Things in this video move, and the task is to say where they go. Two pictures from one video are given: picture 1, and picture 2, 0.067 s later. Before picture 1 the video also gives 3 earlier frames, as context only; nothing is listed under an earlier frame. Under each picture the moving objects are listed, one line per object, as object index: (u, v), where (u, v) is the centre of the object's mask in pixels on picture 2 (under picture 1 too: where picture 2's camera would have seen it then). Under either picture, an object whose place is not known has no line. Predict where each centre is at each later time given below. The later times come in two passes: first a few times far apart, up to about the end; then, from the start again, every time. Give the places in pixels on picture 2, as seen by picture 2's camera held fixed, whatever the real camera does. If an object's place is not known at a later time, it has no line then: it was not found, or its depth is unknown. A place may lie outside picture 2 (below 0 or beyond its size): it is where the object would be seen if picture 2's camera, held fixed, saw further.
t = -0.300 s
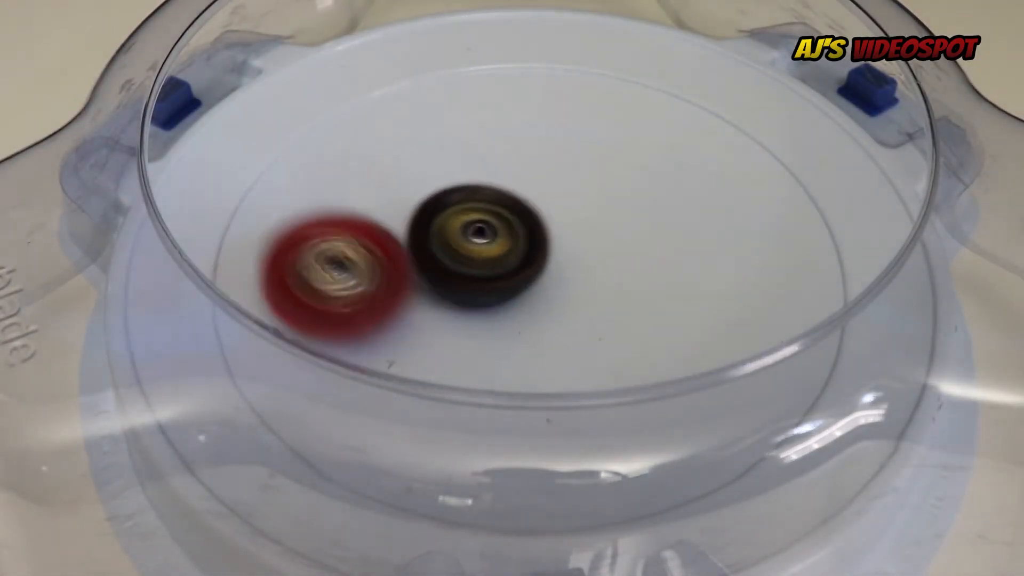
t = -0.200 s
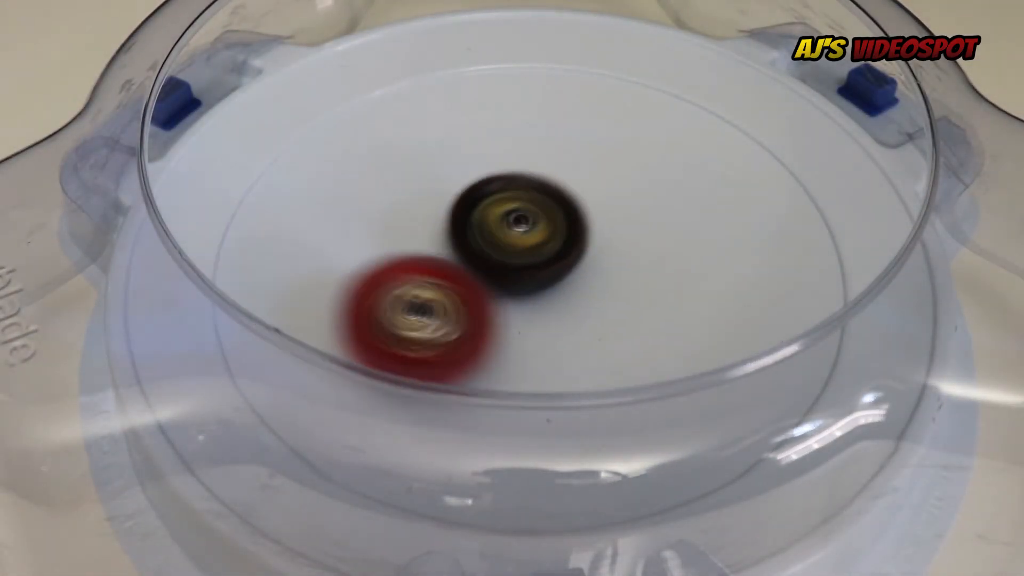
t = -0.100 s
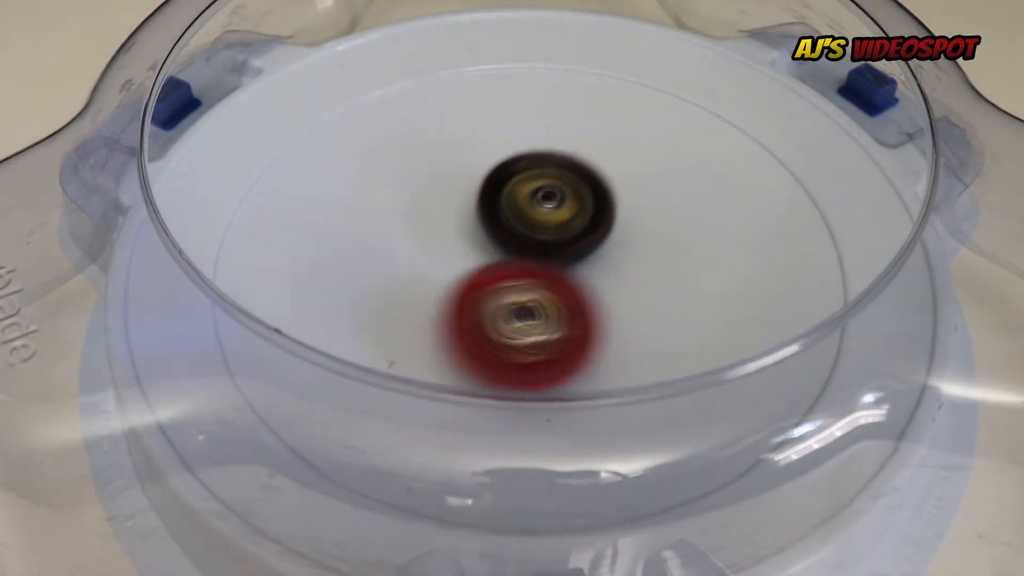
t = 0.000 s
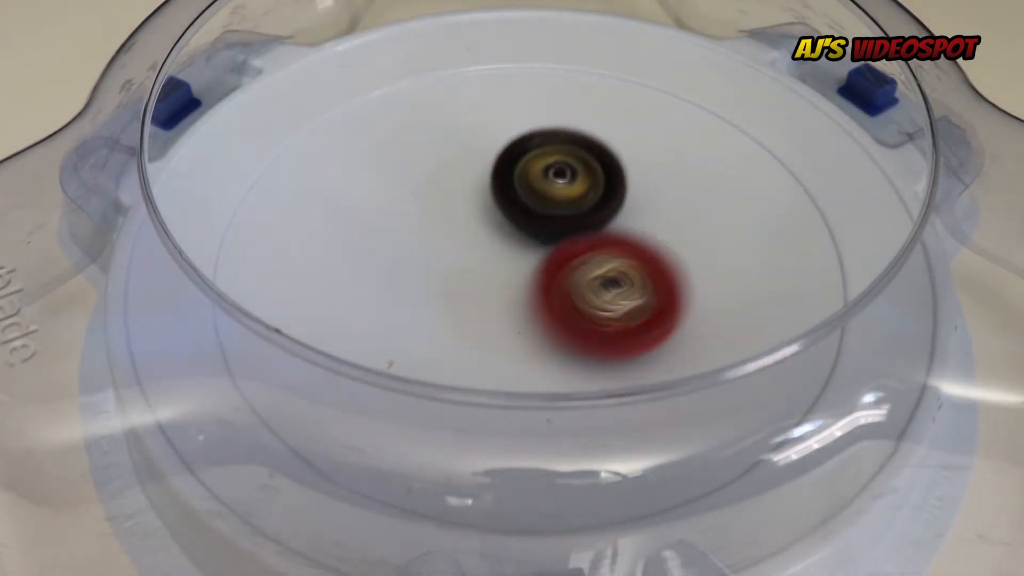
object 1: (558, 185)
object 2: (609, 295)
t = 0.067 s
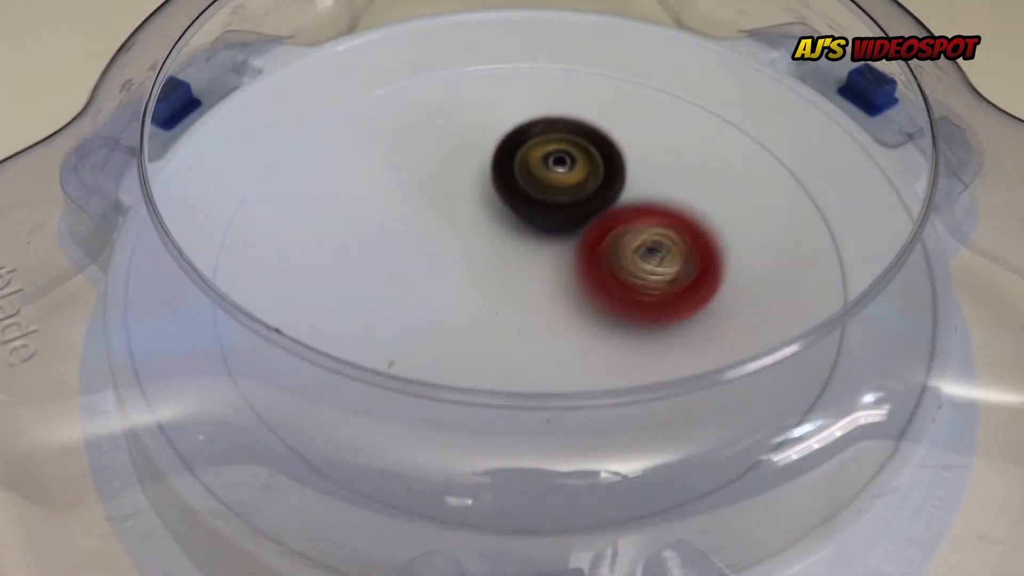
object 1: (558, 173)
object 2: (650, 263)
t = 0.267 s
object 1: (537, 163)
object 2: (675, 148)
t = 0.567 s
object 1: (516, 227)
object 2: (481, 121)
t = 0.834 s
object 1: (589, 276)
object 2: (424, 276)
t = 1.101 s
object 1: (599, 256)
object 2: (604, 364)
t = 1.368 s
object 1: (523, 255)
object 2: (687, 239)
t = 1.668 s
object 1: (470, 277)
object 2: (478, 162)
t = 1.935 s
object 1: (465, 277)
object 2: (319, 234)
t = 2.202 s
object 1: (500, 242)
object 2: (453, 338)
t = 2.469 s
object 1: (506, 176)
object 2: (625, 259)
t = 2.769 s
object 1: (431, 164)
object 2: (611, 130)
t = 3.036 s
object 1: (420, 243)
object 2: (488, 148)
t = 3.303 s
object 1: (510, 332)
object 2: (602, 236)
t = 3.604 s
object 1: (618, 285)
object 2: (654, 176)
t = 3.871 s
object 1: (556, 280)
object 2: (491, 177)
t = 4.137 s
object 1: (528, 309)
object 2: (383, 253)
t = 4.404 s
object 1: (581, 315)
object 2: (421, 300)
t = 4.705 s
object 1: (606, 259)
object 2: (456, 192)
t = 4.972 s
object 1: (533, 216)
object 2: (413, 147)
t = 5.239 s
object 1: (525, 267)
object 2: (401, 171)
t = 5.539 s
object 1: (561, 306)
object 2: (547, 190)
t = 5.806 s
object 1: (559, 286)
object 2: (633, 158)
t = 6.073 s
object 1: (455, 280)
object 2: (611, 165)
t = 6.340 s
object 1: (383, 282)
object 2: (585, 230)
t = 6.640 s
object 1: (437, 251)
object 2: (591, 317)
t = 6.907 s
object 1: (525, 194)
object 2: (562, 301)
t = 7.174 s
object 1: (583, 153)
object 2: (455, 283)
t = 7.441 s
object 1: (591, 182)
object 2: (429, 270)
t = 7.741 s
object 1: (678, 236)
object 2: (357, 216)
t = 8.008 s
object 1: (660, 275)
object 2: (381, 223)
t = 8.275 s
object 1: (625, 361)
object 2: (444, 150)
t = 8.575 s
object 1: (580, 367)
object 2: (501, 125)
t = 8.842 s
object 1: (472, 278)
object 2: (565, 165)
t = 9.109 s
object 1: (411, 215)
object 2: (578, 211)
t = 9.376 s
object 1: (448, 161)
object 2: (522, 254)
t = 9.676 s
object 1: (543, 155)
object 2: (455, 233)
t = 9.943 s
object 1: (603, 234)
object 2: (460, 191)
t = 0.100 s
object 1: (556, 169)
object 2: (664, 244)
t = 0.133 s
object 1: (553, 167)
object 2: (674, 225)
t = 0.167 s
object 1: (550, 165)
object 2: (680, 205)
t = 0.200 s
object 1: (546, 163)
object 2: (683, 186)
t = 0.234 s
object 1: (541, 162)
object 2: (681, 167)
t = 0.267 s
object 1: (537, 163)
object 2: (675, 148)
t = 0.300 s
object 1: (532, 165)
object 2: (664, 131)
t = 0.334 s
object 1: (528, 169)
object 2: (649, 117)
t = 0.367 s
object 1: (524, 174)
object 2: (629, 105)
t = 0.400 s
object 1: (520, 181)
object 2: (607, 96)
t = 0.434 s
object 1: (518, 189)
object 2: (582, 92)
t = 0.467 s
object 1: (515, 198)
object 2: (556, 93)
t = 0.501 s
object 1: (514, 208)
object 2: (529, 99)
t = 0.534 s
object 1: (515, 218)
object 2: (504, 108)
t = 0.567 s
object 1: (516, 227)
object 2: (481, 121)
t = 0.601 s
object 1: (519, 237)
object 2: (462, 138)
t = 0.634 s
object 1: (525, 247)
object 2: (446, 155)
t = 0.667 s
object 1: (534, 257)
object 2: (433, 173)
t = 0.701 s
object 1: (545, 266)
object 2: (424, 192)
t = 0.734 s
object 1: (558, 273)
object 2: (418, 213)
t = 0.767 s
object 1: (569, 276)
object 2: (417, 234)
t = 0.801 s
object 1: (579, 278)
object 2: (418, 255)
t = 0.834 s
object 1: (589, 276)
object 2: (424, 276)
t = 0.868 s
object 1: (600, 275)
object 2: (434, 297)
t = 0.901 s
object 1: (607, 273)
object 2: (448, 315)
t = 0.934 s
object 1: (611, 271)
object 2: (466, 329)
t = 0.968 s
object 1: (613, 269)
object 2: (490, 339)
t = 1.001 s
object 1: (613, 266)
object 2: (514, 346)
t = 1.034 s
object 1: (610, 262)
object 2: (542, 351)
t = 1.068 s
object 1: (605, 258)
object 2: (574, 364)
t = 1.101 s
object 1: (599, 256)
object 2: (604, 364)
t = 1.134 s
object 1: (591, 255)
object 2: (629, 347)
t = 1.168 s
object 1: (583, 255)
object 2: (656, 340)
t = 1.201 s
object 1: (573, 255)
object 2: (678, 330)
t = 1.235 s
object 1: (563, 254)
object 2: (695, 317)
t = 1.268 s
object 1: (552, 253)
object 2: (705, 299)
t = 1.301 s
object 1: (541, 253)
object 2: (705, 278)
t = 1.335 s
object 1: (531, 253)
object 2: (699, 258)
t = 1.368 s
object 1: (523, 255)
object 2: (687, 239)
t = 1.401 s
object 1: (515, 257)
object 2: (671, 223)
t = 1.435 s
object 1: (508, 260)
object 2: (652, 208)
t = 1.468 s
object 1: (501, 263)
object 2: (631, 195)
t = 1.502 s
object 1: (495, 266)
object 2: (608, 185)
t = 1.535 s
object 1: (489, 269)
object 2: (583, 176)
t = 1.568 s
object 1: (484, 271)
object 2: (557, 170)
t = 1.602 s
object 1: (479, 274)
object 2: (531, 166)
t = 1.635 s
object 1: (475, 276)
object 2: (503, 163)
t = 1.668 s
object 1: (470, 277)
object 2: (478, 162)
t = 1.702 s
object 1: (467, 279)
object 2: (452, 163)
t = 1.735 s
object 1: (464, 280)
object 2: (426, 166)
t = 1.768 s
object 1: (463, 280)
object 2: (402, 172)
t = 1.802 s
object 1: (462, 281)
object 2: (380, 180)
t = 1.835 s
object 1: (462, 280)
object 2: (360, 190)
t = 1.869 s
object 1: (463, 280)
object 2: (342, 202)
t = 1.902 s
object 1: (464, 278)
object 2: (328, 217)
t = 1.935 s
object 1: (465, 277)
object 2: (319, 234)
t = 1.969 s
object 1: (467, 275)
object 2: (314, 252)
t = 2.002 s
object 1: (470, 272)
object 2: (315, 272)
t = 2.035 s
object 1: (475, 270)
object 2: (325, 289)
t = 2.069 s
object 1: (480, 266)
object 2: (343, 304)
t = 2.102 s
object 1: (485, 262)
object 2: (366, 317)
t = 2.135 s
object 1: (491, 256)
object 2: (393, 326)
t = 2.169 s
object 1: (496, 250)
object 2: (423, 333)
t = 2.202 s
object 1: (500, 242)
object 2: (453, 338)
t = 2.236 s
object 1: (507, 233)
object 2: (481, 340)
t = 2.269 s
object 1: (511, 225)
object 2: (510, 339)
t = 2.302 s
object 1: (514, 216)
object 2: (539, 335)
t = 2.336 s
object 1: (515, 207)
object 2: (564, 325)
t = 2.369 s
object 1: (515, 198)
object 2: (586, 311)
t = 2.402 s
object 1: (513, 190)
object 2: (603, 295)
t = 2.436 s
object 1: (510, 182)
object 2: (616, 278)
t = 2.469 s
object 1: (506, 176)
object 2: (625, 259)
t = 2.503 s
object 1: (502, 171)
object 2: (630, 241)
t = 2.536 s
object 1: (498, 166)
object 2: (632, 222)
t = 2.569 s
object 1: (494, 163)
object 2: (631, 204)
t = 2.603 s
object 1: (489, 161)
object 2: (626, 186)
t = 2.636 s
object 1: (475, 158)
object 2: (629, 171)
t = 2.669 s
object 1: (460, 156)
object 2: (631, 160)
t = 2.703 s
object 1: (447, 156)
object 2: (629, 150)
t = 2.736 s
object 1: (438, 159)
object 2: (621, 139)
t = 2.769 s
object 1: (431, 164)
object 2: (611, 130)
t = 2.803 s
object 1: (426, 169)
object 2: (596, 121)
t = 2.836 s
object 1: (423, 176)
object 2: (578, 115)
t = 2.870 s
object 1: (423, 183)
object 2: (557, 112)
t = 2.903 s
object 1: (424, 191)
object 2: (535, 114)
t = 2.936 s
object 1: (425, 200)
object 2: (515, 120)
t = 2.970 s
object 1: (419, 215)
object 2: (504, 125)
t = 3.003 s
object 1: (418, 230)
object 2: (495, 135)
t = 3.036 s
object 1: (420, 243)
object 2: (488, 148)
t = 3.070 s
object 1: (422, 259)
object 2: (488, 163)
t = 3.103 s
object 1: (425, 275)
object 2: (496, 179)
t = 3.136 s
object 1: (432, 290)
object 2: (508, 193)
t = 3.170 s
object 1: (442, 304)
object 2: (523, 206)
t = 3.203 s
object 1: (456, 316)
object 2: (541, 217)
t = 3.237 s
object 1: (473, 324)
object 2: (560, 226)
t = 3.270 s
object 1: (491, 329)
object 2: (581, 232)
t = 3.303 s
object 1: (510, 332)
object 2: (602, 236)
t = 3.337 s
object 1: (530, 333)
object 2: (623, 237)
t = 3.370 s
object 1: (548, 332)
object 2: (643, 234)
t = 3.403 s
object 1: (565, 329)
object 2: (661, 229)
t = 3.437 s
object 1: (581, 325)
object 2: (675, 221)
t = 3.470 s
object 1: (593, 319)
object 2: (683, 211)
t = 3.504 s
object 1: (604, 310)
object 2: (685, 200)
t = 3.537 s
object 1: (612, 302)
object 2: (681, 191)
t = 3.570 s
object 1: (617, 292)
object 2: (669, 183)
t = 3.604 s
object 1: (618, 285)
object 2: (654, 176)
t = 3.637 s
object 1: (612, 284)
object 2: (639, 167)
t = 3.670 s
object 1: (605, 282)
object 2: (619, 160)
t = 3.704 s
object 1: (598, 278)
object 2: (596, 159)
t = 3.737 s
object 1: (590, 274)
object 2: (574, 161)
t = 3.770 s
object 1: (582, 272)
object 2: (553, 165)
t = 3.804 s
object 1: (573, 277)
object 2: (531, 165)
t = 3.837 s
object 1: (565, 279)
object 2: (511, 169)
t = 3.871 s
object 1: (556, 280)
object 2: (491, 177)
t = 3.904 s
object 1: (548, 280)
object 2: (472, 186)
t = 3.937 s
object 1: (542, 284)
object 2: (454, 193)
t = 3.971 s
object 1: (536, 287)
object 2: (438, 201)
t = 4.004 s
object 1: (532, 291)
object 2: (424, 211)
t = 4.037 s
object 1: (529, 296)
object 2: (411, 220)
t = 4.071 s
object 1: (527, 300)
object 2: (401, 231)
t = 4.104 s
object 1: (525, 304)
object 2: (392, 242)
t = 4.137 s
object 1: (528, 309)
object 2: (383, 253)
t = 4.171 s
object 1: (530, 312)
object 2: (379, 265)
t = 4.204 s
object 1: (533, 314)
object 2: (380, 278)
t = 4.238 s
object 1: (539, 317)
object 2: (382, 289)
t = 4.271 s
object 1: (546, 318)
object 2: (387, 297)
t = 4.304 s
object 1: (557, 320)
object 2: (392, 301)
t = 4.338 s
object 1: (566, 320)
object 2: (399, 303)
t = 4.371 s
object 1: (573, 318)
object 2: (410, 303)
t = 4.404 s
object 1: (581, 315)
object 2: (421, 300)
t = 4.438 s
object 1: (592, 313)
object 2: (427, 292)
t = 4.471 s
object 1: (601, 309)
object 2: (435, 282)
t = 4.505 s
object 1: (608, 304)
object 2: (444, 271)
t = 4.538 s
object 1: (612, 298)
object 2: (450, 258)
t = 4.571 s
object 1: (614, 292)
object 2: (454, 244)
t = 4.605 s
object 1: (615, 284)
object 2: (456, 230)
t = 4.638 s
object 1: (614, 276)
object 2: (457, 217)
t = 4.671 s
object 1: (610, 268)
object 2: (457, 204)
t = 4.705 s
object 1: (606, 259)
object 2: (456, 192)
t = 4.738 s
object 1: (600, 250)
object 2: (454, 180)
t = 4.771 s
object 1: (592, 242)
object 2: (450, 169)
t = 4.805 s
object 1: (583, 235)
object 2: (444, 160)
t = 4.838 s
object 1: (573, 228)
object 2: (438, 153)
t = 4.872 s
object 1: (562, 222)
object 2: (431, 148)
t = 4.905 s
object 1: (550, 217)
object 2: (425, 147)
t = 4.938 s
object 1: (539, 213)
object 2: (421, 149)
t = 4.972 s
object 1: (533, 216)
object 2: (413, 147)
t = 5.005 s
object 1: (528, 220)
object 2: (405, 145)
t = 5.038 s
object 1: (523, 223)
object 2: (399, 147)
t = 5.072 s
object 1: (518, 226)
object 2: (396, 152)
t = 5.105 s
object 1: (513, 229)
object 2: (397, 159)
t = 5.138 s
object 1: (516, 239)
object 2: (395, 161)
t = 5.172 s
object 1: (519, 250)
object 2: (394, 163)
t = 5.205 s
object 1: (522, 259)
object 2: (396, 166)
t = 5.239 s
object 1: (525, 267)
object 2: (401, 171)
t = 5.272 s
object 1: (529, 274)
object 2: (410, 176)
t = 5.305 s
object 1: (533, 280)
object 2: (423, 181)
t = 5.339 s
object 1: (537, 286)
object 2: (439, 186)
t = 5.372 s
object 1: (541, 291)
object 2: (456, 190)
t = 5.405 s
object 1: (546, 295)
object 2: (475, 192)
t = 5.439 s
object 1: (550, 299)
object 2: (493, 193)
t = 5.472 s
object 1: (554, 302)
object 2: (512, 192)
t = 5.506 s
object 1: (558, 304)
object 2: (530, 191)
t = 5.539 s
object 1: (561, 306)
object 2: (547, 190)
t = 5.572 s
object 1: (563, 306)
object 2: (563, 188)
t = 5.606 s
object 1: (565, 305)
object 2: (579, 185)
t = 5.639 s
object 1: (566, 304)
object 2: (593, 182)
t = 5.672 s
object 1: (567, 302)
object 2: (606, 178)
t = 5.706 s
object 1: (566, 299)
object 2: (617, 173)
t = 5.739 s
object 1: (565, 295)
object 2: (626, 167)
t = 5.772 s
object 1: (562, 291)
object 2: (632, 162)
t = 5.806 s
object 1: (559, 286)
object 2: (633, 158)
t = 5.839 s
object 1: (554, 280)
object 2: (631, 155)
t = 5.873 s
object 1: (549, 275)
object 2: (625, 156)
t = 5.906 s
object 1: (543, 270)
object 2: (617, 158)
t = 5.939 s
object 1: (537, 265)
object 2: (607, 164)
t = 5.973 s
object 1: (518, 268)
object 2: (605, 167)
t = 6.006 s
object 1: (493, 274)
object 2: (609, 165)
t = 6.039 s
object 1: (473, 278)
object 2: (611, 164)
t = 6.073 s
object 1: (455, 280)
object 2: (611, 165)
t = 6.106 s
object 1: (441, 282)
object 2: (609, 168)
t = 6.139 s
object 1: (427, 283)
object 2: (607, 172)
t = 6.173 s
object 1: (415, 284)
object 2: (603, 178)
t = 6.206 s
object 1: (405, 285)
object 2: (599, 186)
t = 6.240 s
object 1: (396, 285)
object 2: (594, 196)
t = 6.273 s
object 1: (389, 284)
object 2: (591, 207)
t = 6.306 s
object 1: (385, 284)
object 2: (588, 218)
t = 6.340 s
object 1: (383, 282)
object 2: (585, 230)
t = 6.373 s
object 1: (383, 280)
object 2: (583, 241)
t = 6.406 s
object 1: (386, 278)
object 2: (582, 253)
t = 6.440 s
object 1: (390, 276)
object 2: (581, 265)
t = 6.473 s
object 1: (395, 272)
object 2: (581, 275)
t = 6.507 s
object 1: (402, 269)
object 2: (581, 286)
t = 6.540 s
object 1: (410, 265)
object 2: (583, 295)
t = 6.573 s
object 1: (418, 260)
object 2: (585, 304)
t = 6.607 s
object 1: (427, 256)
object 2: (588, 312)
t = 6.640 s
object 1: (437, 251)
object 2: (591, 317)
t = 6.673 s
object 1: (447, 245)
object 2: (595, 321)
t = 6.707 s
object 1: (458, 239)
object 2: (597, 321)
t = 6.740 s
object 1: (470, 233)
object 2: (597, 320)
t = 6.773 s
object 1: (482, 227)
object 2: (595, 317)
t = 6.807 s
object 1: (493, 220)
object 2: (590, 311)
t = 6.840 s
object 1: (504, 213)
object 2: (582, 306)
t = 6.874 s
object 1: (515, 203)
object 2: (573, 302)
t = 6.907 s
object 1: (525, 194)
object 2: (562, 301)
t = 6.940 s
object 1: (535, 186)
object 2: (550, 299)
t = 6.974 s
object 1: (544, 179)
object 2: (538, 296)
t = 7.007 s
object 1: (553, 173)
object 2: (524, 293)
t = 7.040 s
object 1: (561, 167)
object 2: (510, 291)
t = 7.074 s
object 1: (568, 162)
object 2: (496, 288)
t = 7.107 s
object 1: (574, 158)
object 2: (482, 286)
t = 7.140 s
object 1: (579, 155)
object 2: (467, 284)
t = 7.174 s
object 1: (583, 153)
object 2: (455, 283)
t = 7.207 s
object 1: (587, 152)
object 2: (443, 282)
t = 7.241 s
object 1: (589, 153)
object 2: (434, 282)
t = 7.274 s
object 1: (591, 155)
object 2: (427, 281)
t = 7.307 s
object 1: (592, 158)
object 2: (424, 281)
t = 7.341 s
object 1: (592, 163)
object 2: (423, 279)
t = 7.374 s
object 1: (592, 168)
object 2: (424, 277)
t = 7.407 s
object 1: (592, 174)
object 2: (426, 273)
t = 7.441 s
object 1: (591, 182)
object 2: (429, 270)
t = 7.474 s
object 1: (589, 190)
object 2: (434, 264)
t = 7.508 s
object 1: (587, 198)
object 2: (439, 258)
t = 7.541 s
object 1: (584, 207)
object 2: (443, 251)
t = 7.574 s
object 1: (589, 214)
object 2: (437, 242)
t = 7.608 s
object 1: (622, 219)
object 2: (411, 232)
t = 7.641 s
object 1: (646, 222)
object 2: (391, 225)
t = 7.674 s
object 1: (660, 227)
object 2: (377, 221)
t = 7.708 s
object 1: (669, 231)
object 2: (367, 218)
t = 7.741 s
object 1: (678, 236)
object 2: (357, 216)
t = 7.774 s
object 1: (685, 241)
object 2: (347, 214)
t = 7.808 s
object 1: (688, 246)
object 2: (340, 213)
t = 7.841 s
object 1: (688, 251)
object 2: (336, 213)
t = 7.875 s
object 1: (687, 256)
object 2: (337, 214)
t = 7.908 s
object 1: (684, 261)
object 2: (341, 216)
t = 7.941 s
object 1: (679, 266)
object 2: (351, 219)
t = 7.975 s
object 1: (670, 270)
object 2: (365, 221)
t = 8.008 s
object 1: (660, 275)
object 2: (381, 223)
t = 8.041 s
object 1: (648, 279)
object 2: (398, 223)
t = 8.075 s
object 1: (634, 283)
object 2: (414, 224)
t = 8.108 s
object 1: (617, 286)
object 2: (430, 225)
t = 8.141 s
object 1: (600, 288)
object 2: (446, 225)
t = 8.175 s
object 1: (586, 292)
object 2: (459, 222)
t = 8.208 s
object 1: (600, 321)
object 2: (449, 193)
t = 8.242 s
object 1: (611, 339)
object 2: (444, 169)
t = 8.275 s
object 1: (625, 361)
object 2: (444, 150)
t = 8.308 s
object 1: (633, 372)
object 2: (447, 138)
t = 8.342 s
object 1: (635, 381)
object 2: (451, 131)
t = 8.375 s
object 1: (632, 386)
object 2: (454, 127)
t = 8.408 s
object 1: (628, 388)
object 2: (459, 123)
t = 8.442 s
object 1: (622, 388)
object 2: (465, 120)
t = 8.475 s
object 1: (613, 387)
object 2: (473, 119)
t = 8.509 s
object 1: (604, 383)
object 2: (482, 119)
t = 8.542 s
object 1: (592, 376)
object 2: (491, 121)
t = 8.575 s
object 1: (580, 367)
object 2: (501, 125)
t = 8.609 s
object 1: (568, 350)
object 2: (511, 129)
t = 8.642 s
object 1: (556, 343)
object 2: (520, 135)
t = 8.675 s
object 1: (544, 334)
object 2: (527, 142)
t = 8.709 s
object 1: (533, 322)
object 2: (534, 151)
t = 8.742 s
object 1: (522, 305)
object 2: (539, 160)
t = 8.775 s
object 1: (513, 290)
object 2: (542, 169)
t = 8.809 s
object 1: (495, 278)
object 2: (549, 173)
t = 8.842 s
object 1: (472, 278)
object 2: (565, 165)
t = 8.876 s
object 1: (453, 274)
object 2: (577, 161)
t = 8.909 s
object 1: (440, 267)
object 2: (586, 163)
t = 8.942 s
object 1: (430, 258)
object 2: (590, 170)
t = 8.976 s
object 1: (423, 249)
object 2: (590, 180)
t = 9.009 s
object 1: (417, 240)
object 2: (589, 188)
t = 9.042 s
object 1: (413, 231)
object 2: (586, 197)
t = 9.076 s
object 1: (411, 223)
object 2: (583, 203)
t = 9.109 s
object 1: (411, 215)
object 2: (578, 211)
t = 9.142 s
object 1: (413, 207)
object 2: (573, 217)
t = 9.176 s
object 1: (416, 200)
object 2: (565, 224)
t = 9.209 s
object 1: (423, 194)
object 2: (559, 229)
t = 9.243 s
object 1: (426, 187)
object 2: (553, 236)
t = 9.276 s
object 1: (432, 179)
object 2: (548, 243)
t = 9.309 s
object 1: (437, 172)
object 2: (541, 248)
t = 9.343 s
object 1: (442, 167)
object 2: (531, 252)
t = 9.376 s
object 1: (448, 161)
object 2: (522, 254)
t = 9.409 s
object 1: (457, 157)
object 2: (512, 255)
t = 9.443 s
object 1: (466, 152)
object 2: (505, 256)
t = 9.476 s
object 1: (477, 149)
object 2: (495, 256)
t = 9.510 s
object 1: (486, 146)
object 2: (487, 254)
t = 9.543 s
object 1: (499, 145)
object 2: (479, 252)
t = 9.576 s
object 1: (508, 145)
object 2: (472, 248)
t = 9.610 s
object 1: (520, 146)
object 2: (466, 243)
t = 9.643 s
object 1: (530, 150)
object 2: (461, 238)
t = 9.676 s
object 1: (543, 155)
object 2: (455, 233)
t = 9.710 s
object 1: (555, 162)
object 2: (449, 228)
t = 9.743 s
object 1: (566, 169)
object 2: (445, 222)
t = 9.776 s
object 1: (575, 178)
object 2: (444, 216)
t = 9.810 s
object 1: (585, 185)
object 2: (444, 210)
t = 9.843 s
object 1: (591, 197)
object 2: (446, 205)
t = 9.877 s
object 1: (598, 208)
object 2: (449, 199)
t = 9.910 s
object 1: (601, 221)
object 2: (454, 196)
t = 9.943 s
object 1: (603, 234)
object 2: (460, 191)
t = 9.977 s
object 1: (601, 248)
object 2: (467, 189)
